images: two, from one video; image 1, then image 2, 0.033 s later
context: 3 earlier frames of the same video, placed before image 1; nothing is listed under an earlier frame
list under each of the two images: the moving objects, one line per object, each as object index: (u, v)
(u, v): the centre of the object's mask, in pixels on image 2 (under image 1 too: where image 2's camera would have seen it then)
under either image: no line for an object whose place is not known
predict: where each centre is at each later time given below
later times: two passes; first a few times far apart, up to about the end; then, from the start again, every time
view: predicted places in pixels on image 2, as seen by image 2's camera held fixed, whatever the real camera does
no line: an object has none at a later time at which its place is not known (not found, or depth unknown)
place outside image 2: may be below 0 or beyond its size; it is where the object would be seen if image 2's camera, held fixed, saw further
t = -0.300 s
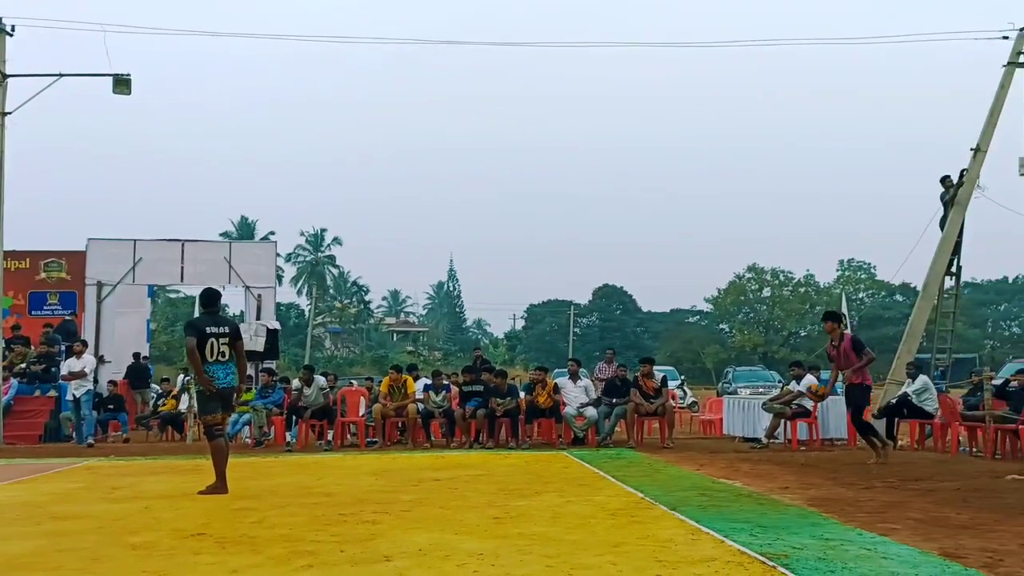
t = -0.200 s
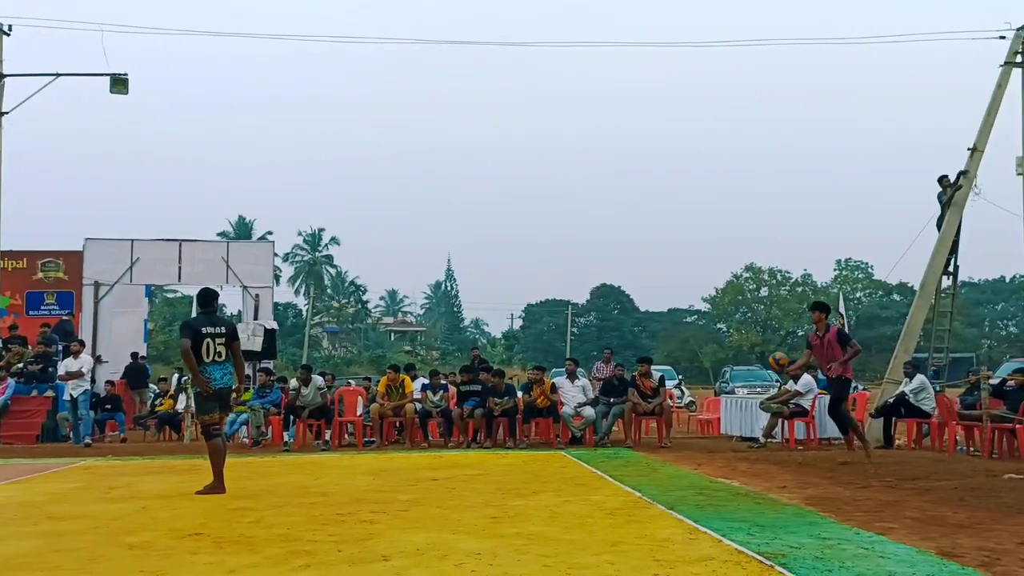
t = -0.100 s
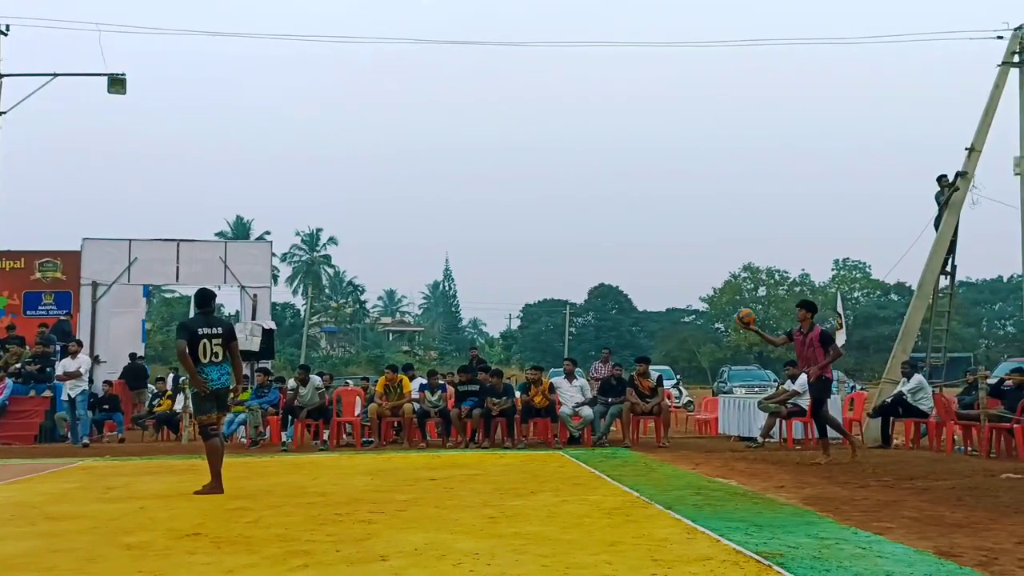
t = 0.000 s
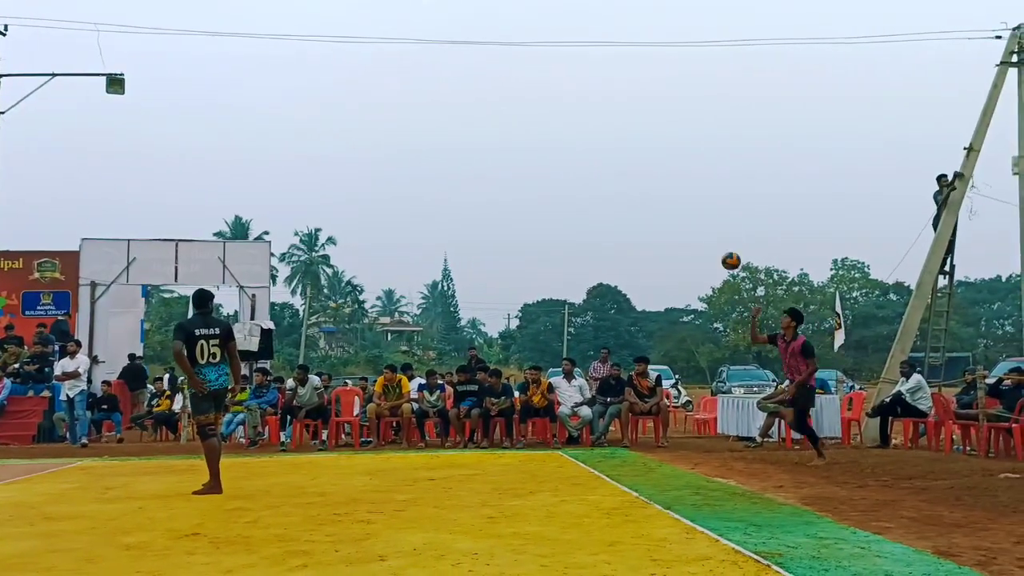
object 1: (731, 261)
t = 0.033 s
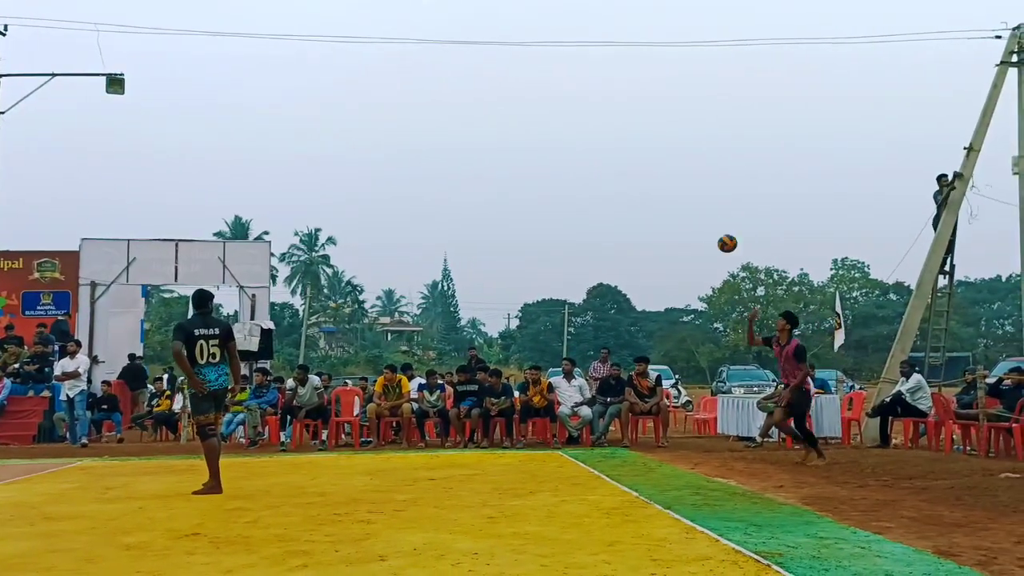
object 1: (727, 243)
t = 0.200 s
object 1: (708, 171)
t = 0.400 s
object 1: (685, 115)
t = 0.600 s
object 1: (662, 95)
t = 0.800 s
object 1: (641, 110)
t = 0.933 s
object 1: (625, 140)
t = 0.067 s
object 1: (723, 227)
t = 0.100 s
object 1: (720, 211)
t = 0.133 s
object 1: (716, 196)
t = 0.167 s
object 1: (712, 183)
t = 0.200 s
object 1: (708, 171)
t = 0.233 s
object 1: (704, 159)
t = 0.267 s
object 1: (701, 149)
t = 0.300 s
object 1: (697, 139)
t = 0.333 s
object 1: (693, 130)
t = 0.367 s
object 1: (689, 122)
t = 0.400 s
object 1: (685, 115)
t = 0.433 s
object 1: (681, 110)
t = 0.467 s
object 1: (678, 105)
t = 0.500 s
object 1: (674, 101)
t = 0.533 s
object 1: (670, 98)
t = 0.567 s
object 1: (667, 96)
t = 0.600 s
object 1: (662, 95)
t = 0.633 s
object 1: (659, 95)
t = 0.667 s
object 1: (655, 96)
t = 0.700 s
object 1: (652, 98)
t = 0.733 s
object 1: (648, 101)
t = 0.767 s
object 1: (644, 105)
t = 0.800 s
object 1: (641, 110)
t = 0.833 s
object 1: (637, 115)
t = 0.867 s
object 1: (633, 123)
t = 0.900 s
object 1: (629, 131)
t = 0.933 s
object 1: (625, 140)
